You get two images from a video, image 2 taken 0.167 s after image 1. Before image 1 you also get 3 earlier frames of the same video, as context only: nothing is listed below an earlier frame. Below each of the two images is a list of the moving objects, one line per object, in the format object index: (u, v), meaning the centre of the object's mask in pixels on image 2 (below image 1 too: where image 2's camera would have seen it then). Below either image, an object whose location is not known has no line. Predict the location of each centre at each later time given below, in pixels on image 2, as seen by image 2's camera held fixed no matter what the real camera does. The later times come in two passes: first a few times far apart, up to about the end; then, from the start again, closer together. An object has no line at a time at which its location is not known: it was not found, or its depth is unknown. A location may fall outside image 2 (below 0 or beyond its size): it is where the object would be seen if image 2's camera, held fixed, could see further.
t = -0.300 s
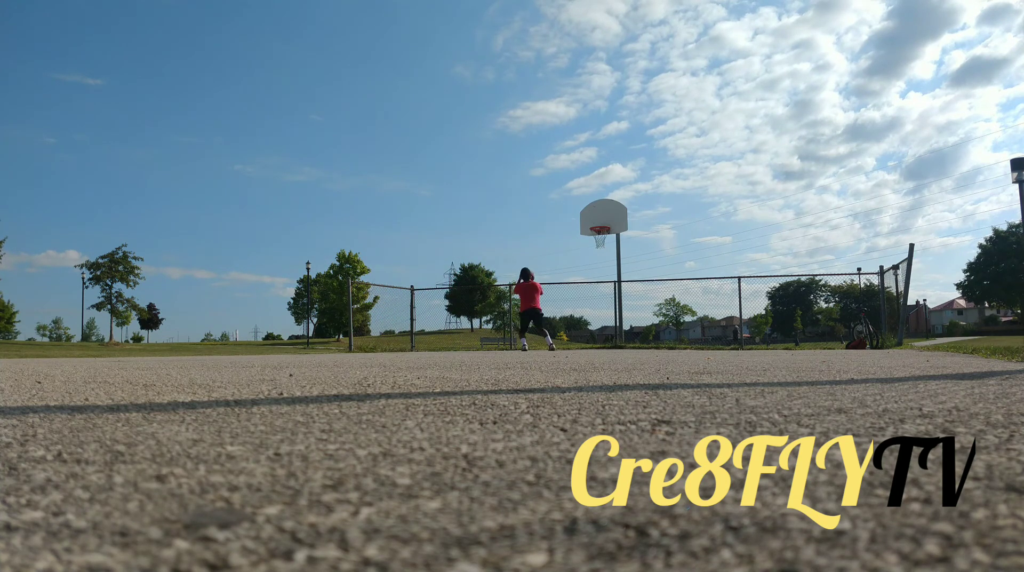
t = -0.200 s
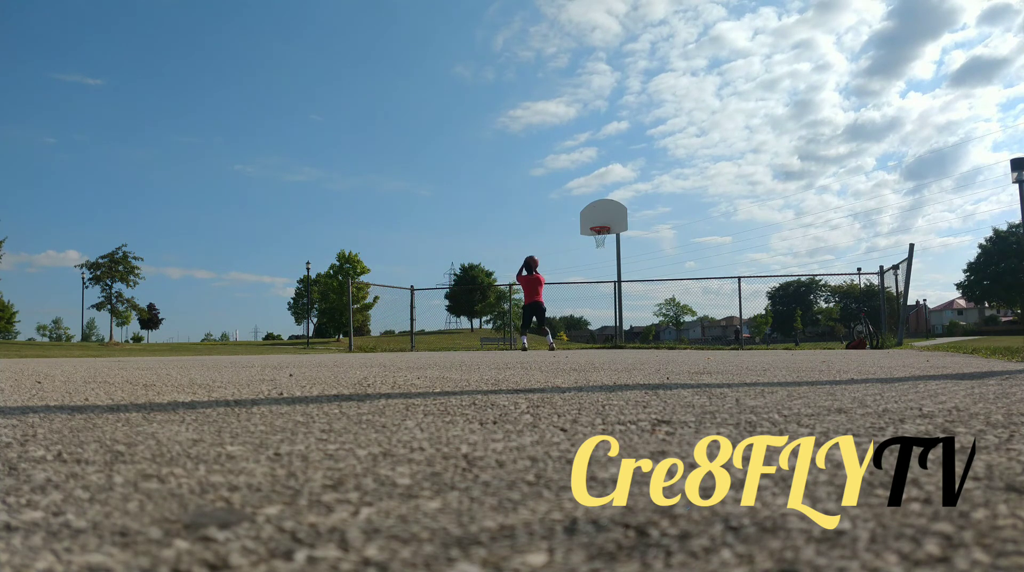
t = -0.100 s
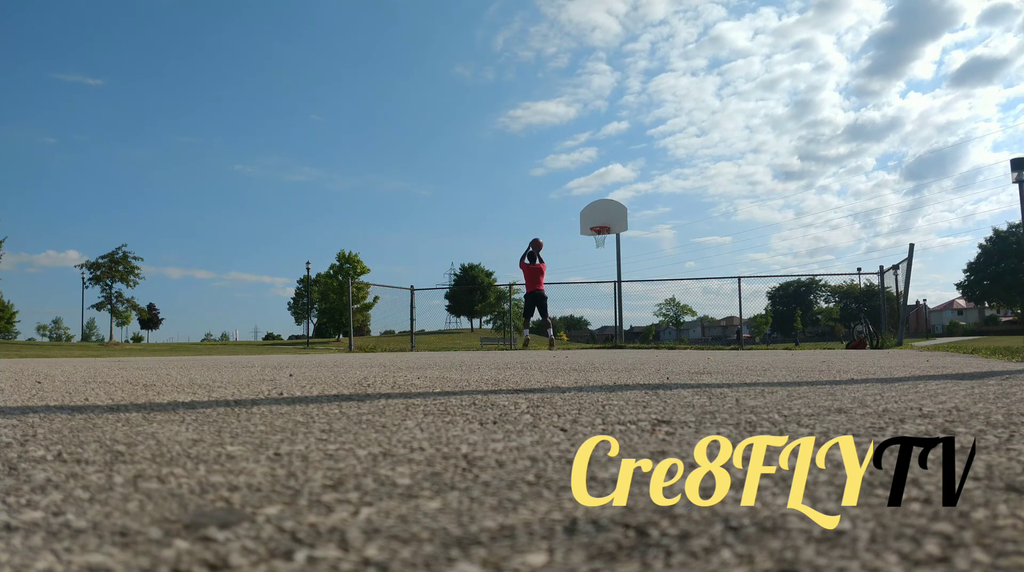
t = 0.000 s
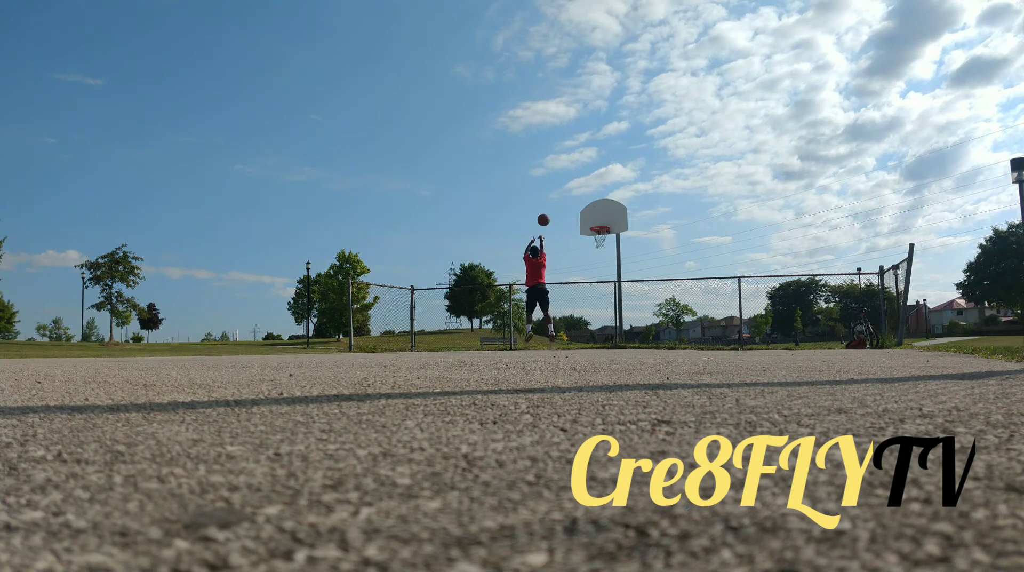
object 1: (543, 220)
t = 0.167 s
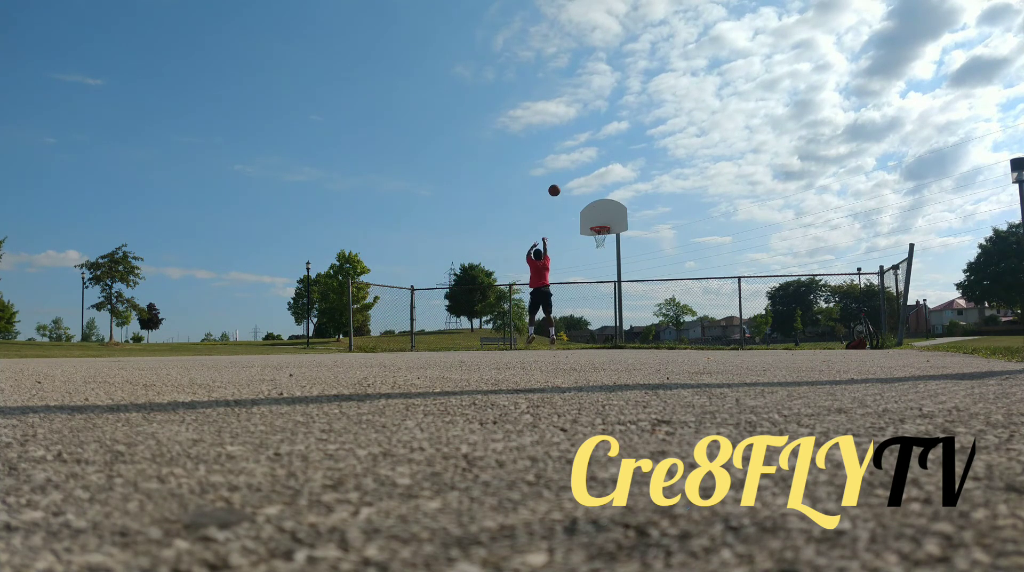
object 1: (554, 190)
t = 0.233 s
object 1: (558, 183)
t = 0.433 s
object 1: (569, 175)
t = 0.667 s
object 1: (582, 186)
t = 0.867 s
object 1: (592, 213)
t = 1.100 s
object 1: (601, 238)
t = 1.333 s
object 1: (607, 252)
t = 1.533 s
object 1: (612, 280)
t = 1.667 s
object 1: (616, 308)
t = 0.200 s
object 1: (556, 186)
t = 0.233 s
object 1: (558, 183)
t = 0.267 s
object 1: (560, 180)
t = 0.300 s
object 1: (562, 178)
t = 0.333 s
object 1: (564, 176)
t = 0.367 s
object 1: (566, 175)
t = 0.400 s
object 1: (568, 175)
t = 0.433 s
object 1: (569, 175)
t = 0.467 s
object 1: (571, 175)
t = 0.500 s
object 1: (573, 176)
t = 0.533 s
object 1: (575, 177)
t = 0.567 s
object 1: (577, 178)
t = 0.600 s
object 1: (579, 181)
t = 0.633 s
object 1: (580, 183)
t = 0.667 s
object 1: (582, 186)
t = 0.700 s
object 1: (584, 190)
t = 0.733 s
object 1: (586, 193)
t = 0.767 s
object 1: (587, 198)
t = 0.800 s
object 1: (589, 202)
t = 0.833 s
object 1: (591, 207)
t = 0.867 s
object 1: (592, 213)
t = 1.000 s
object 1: (599, 237)
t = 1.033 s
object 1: (600, 238)
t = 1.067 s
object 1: (600, 237)
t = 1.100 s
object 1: (601, 238)
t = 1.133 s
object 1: (602, 239)
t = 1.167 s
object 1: (603, 240)
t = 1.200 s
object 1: (604, 241)
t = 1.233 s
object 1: (604, 243)
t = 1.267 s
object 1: (605, 246)
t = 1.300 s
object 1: (606, 248)
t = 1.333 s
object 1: (607, 252)
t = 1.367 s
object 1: (607, 255)
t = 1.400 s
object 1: (608, 259)
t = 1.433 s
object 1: (609, 264)
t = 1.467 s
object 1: (610, 269)
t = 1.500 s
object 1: (611, 274)
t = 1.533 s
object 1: (612, 280)
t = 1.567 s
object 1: (613, 286)
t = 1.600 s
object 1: (614, 293)
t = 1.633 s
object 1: (615, 301)
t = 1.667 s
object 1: (616, 308)
